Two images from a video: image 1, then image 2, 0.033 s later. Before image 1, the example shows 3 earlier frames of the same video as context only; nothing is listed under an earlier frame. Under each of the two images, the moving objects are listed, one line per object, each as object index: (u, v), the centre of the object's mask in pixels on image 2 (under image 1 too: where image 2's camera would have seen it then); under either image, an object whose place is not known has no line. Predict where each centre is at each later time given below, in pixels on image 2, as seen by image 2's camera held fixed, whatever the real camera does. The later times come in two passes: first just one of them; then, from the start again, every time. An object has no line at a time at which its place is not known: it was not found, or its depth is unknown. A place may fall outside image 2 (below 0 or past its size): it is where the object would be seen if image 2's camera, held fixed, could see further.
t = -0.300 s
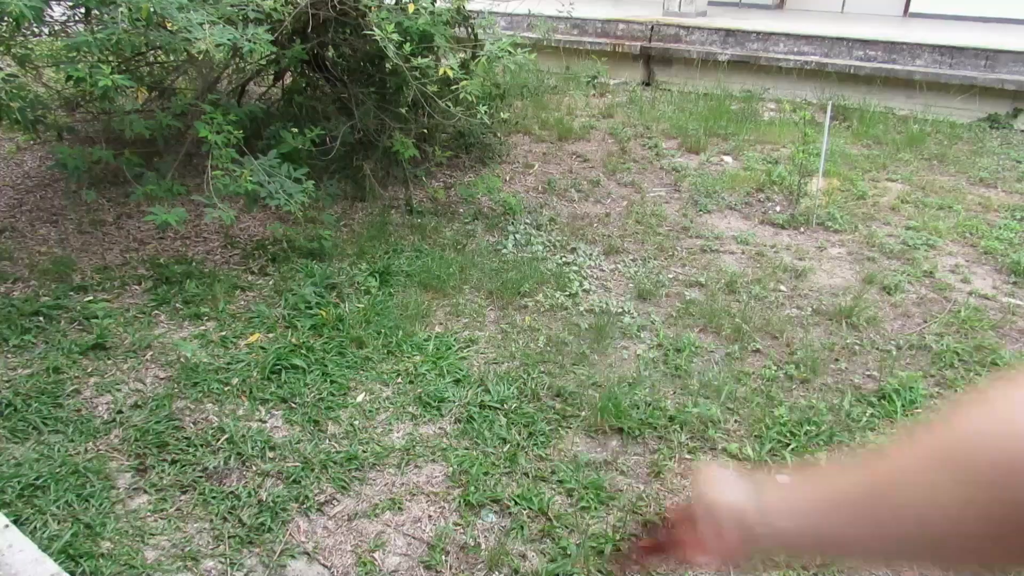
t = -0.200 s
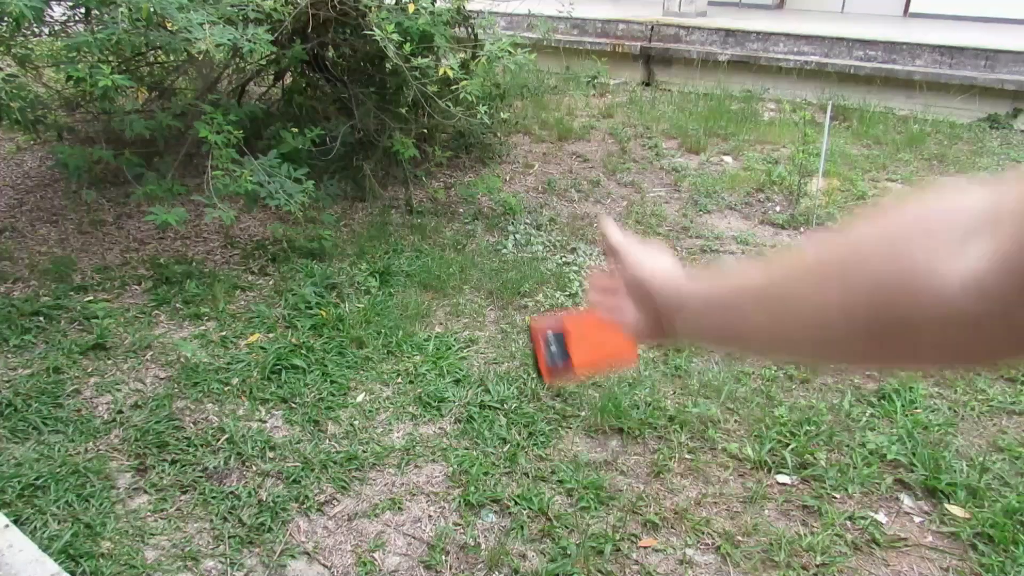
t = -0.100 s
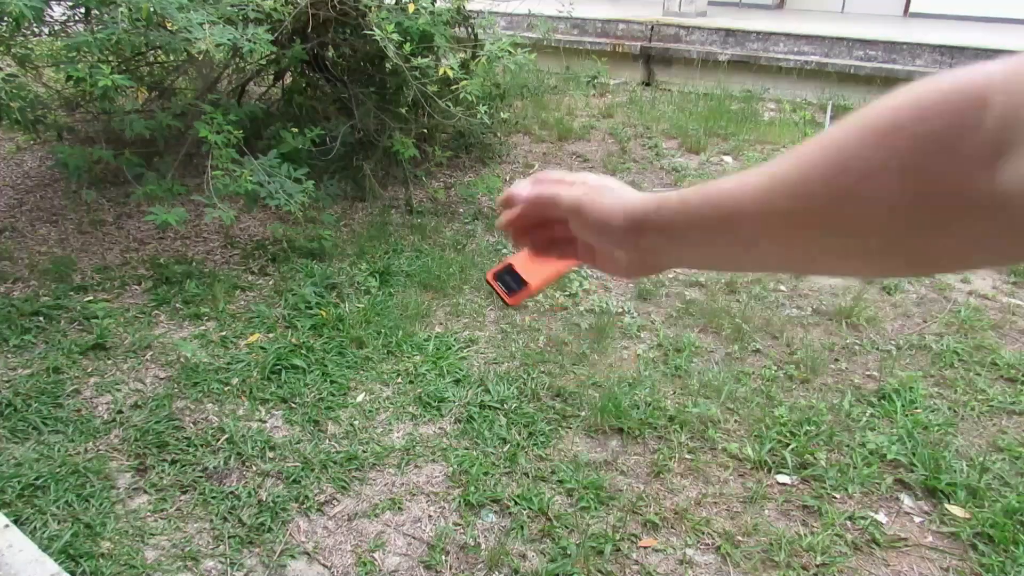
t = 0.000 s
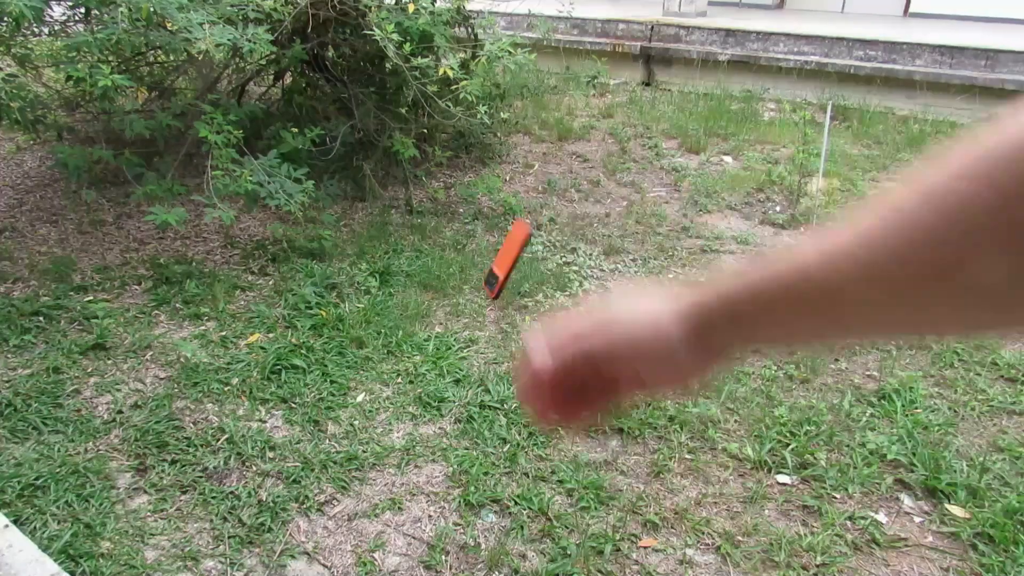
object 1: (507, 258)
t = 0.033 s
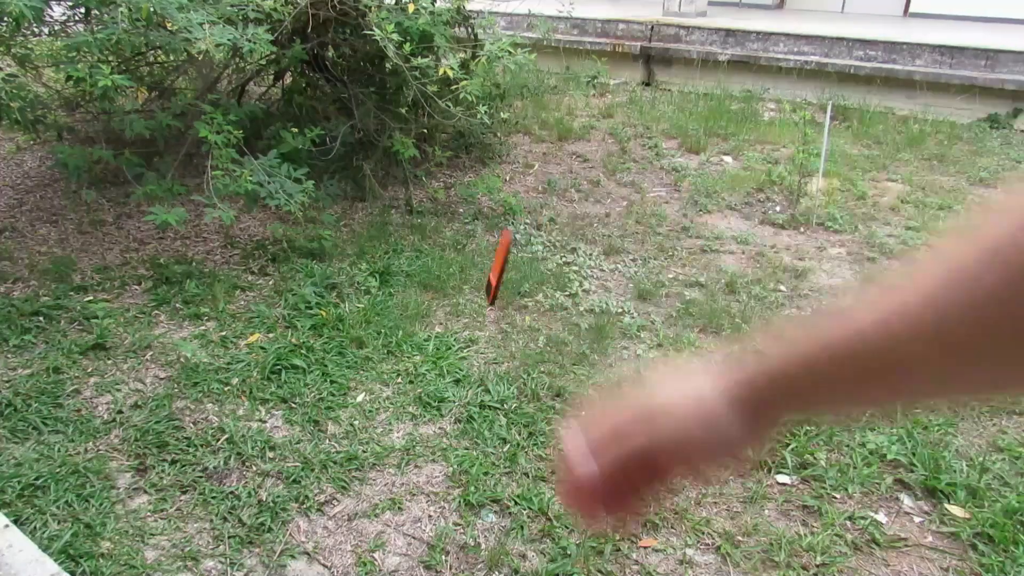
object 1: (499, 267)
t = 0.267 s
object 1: (470, 380)
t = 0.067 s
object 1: (491, 280)
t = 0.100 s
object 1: (486, 292)
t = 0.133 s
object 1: (481, 306)
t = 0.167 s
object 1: (477, 322)
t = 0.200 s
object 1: (474, 341)
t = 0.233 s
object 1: (472, 360)
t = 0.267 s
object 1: (470, 380)
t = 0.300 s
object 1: (468, 399)
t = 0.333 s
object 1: (463, 420)
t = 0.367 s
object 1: (457, 420)
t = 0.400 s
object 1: (449, 420)
